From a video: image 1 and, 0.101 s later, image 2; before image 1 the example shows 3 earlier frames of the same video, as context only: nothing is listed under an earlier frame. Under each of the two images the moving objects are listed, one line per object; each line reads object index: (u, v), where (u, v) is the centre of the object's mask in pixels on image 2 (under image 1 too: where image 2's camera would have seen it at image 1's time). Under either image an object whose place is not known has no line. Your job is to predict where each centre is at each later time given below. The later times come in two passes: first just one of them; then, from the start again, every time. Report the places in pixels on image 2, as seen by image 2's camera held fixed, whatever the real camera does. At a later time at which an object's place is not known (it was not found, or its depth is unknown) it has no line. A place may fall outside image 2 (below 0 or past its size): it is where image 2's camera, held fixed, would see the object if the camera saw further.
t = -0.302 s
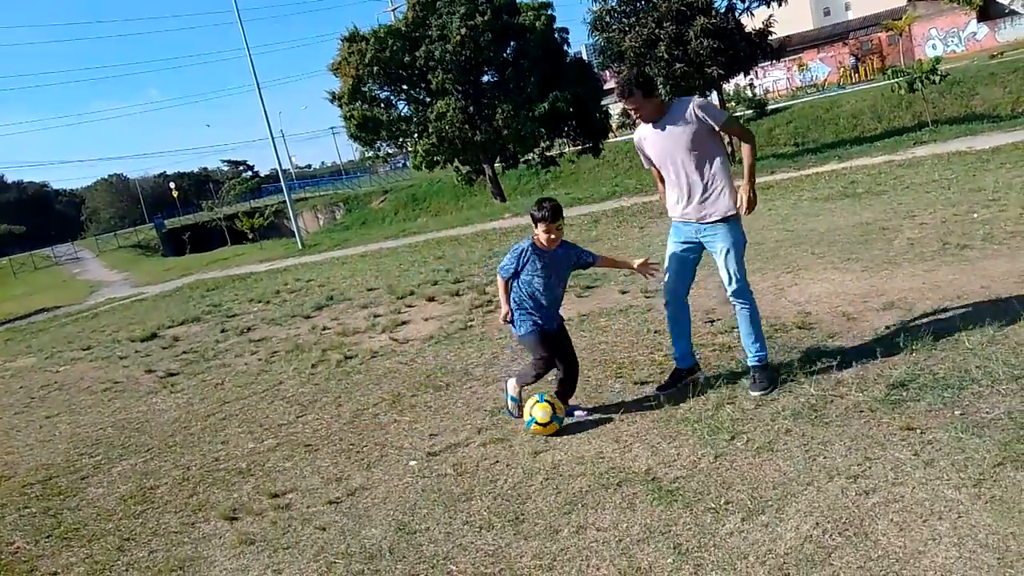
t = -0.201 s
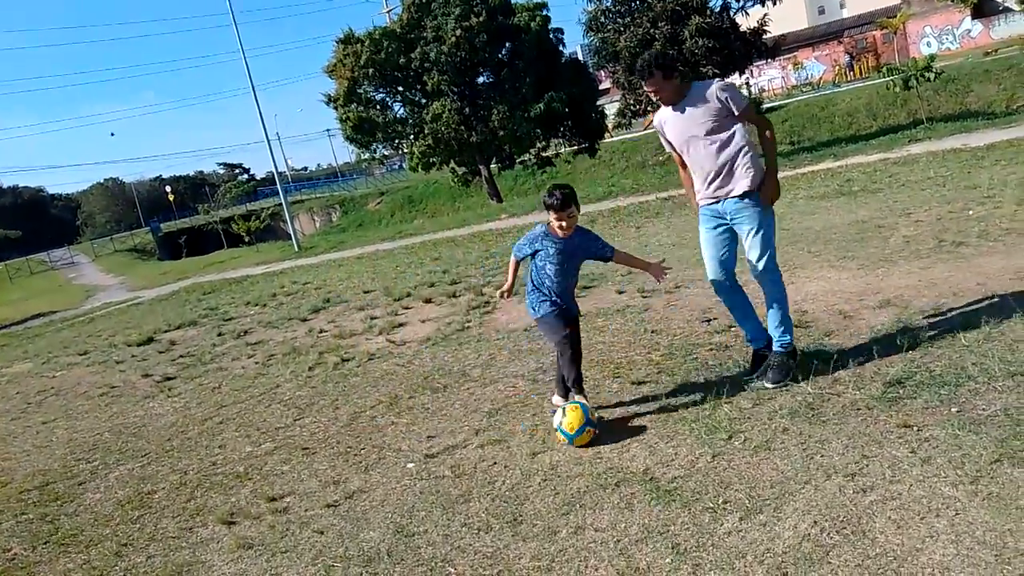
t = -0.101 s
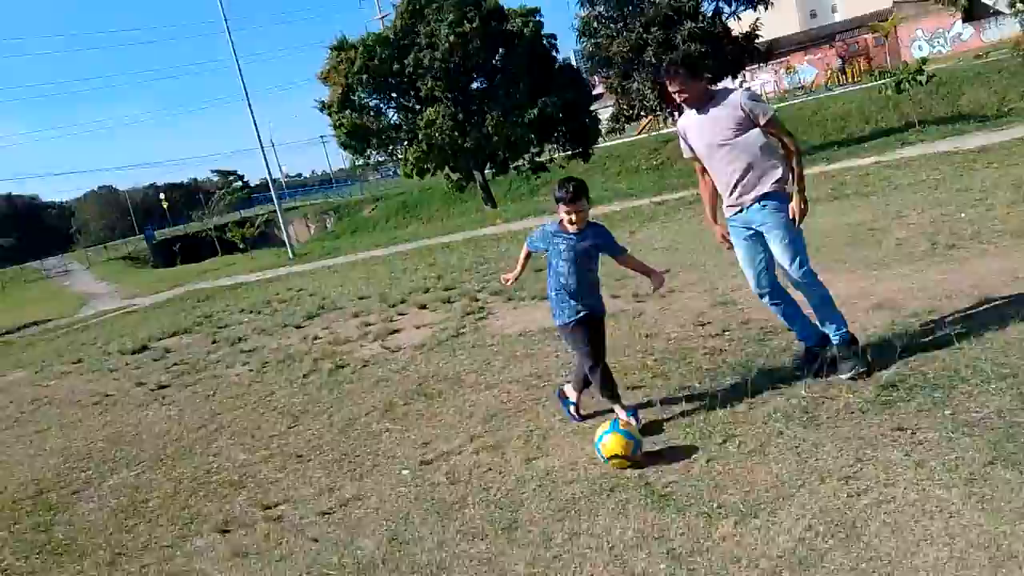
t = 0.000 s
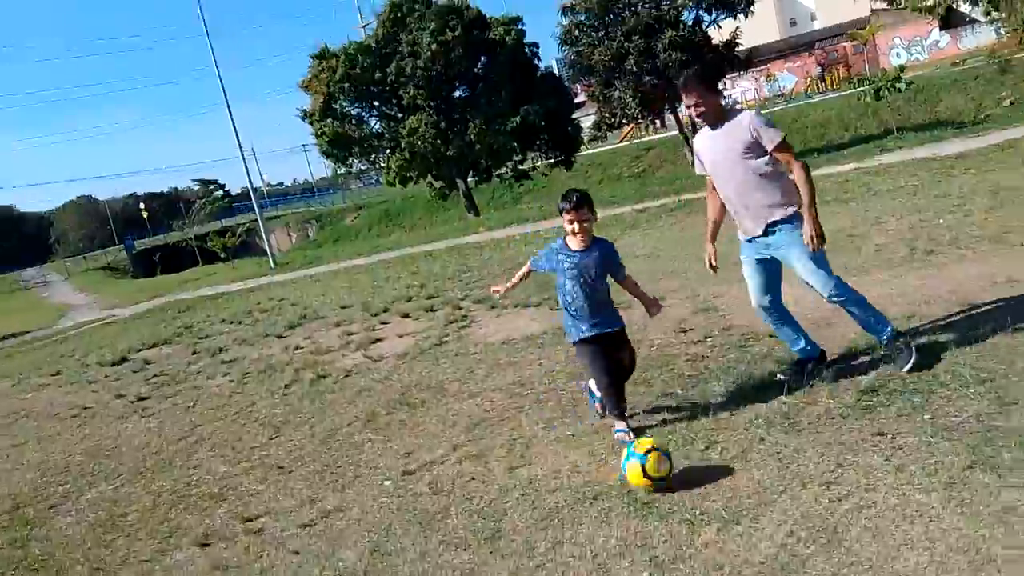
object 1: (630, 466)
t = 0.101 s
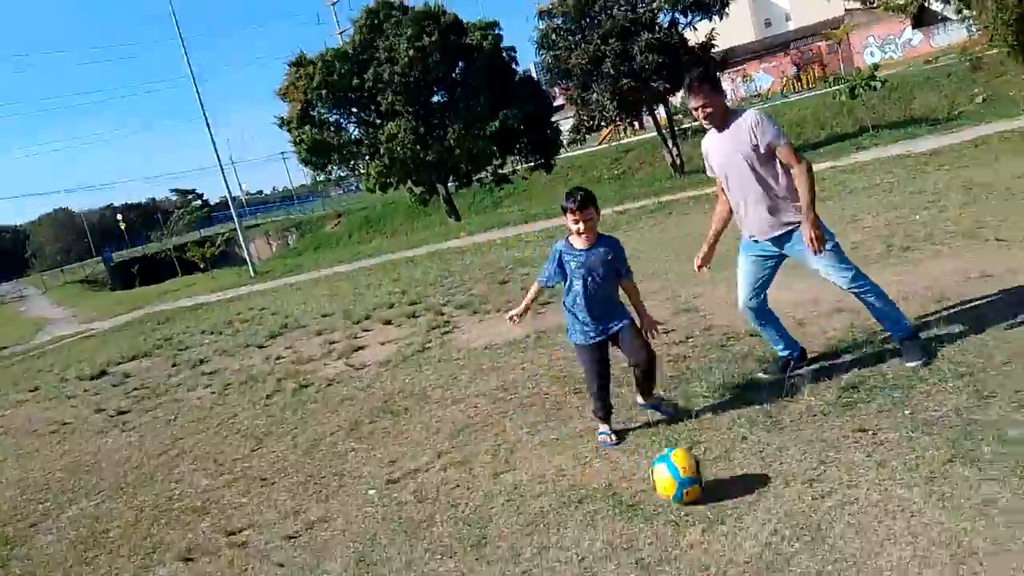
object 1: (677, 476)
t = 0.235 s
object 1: (744, 490)
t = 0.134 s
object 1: (695, 478)
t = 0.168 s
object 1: (711, 481)
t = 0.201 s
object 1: (728, 486)
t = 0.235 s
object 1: (744, 490)
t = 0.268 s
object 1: (761, 491)
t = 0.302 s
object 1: (780, 492)
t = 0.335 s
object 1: (798, 491)
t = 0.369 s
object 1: (819, 494)
